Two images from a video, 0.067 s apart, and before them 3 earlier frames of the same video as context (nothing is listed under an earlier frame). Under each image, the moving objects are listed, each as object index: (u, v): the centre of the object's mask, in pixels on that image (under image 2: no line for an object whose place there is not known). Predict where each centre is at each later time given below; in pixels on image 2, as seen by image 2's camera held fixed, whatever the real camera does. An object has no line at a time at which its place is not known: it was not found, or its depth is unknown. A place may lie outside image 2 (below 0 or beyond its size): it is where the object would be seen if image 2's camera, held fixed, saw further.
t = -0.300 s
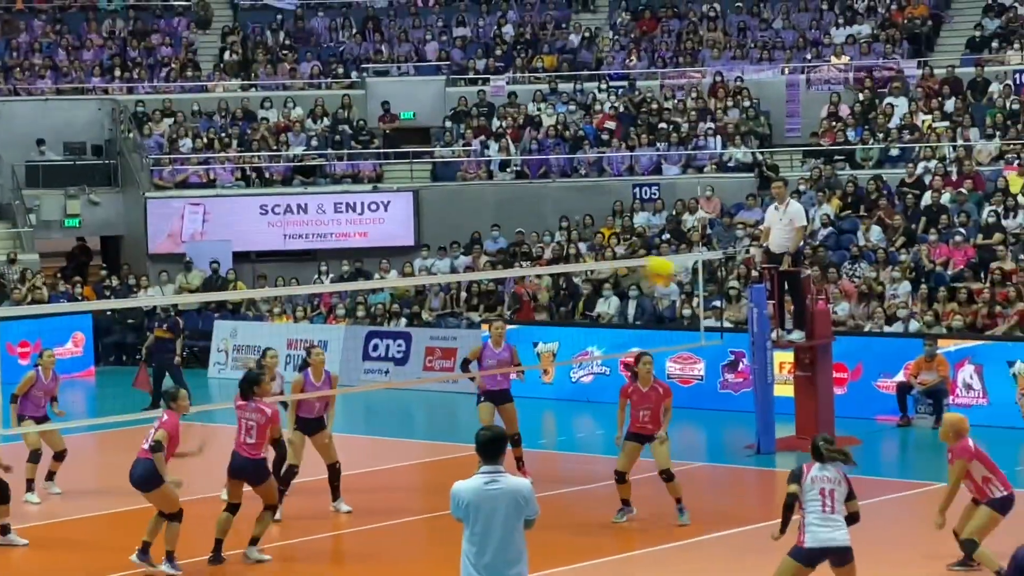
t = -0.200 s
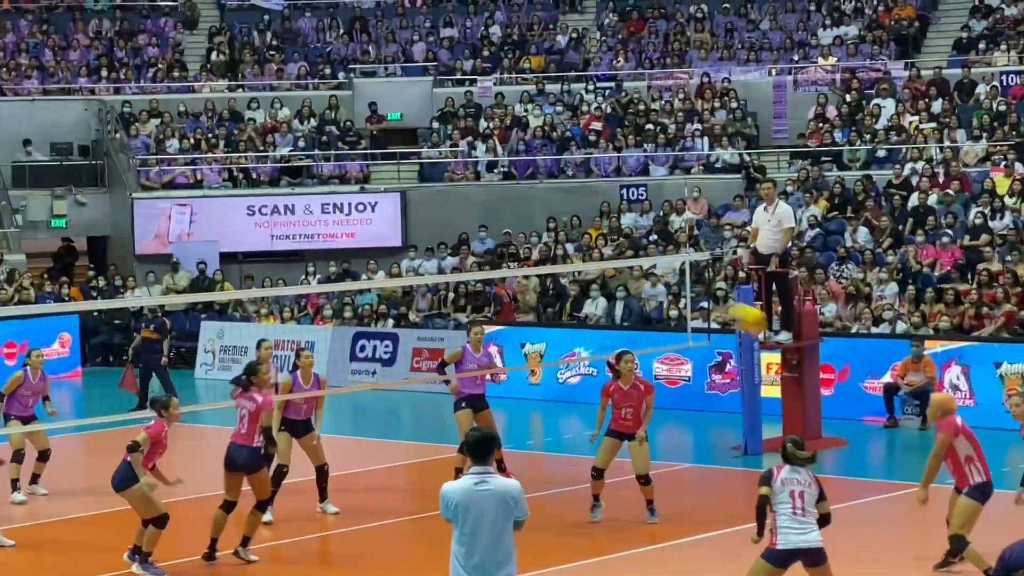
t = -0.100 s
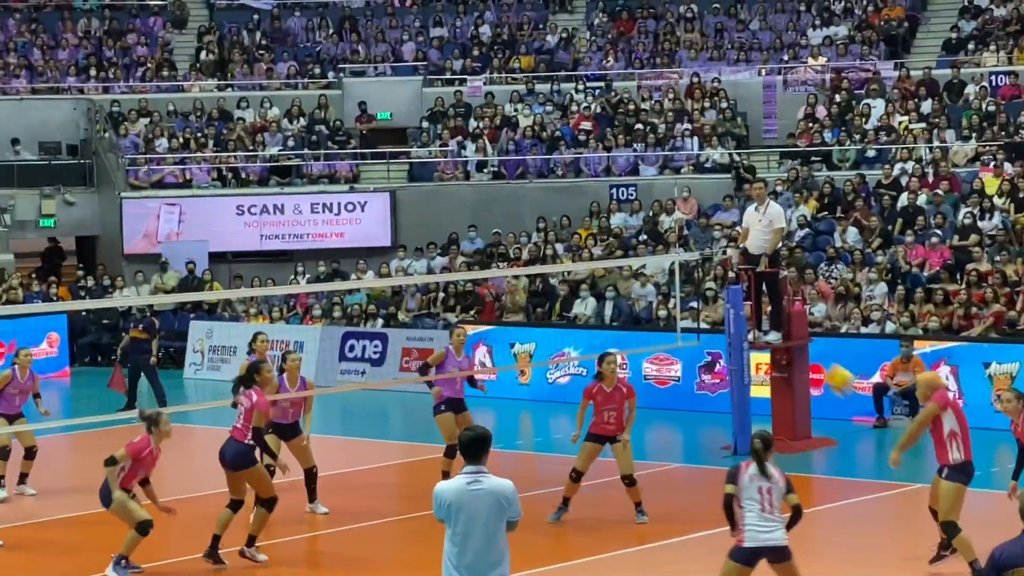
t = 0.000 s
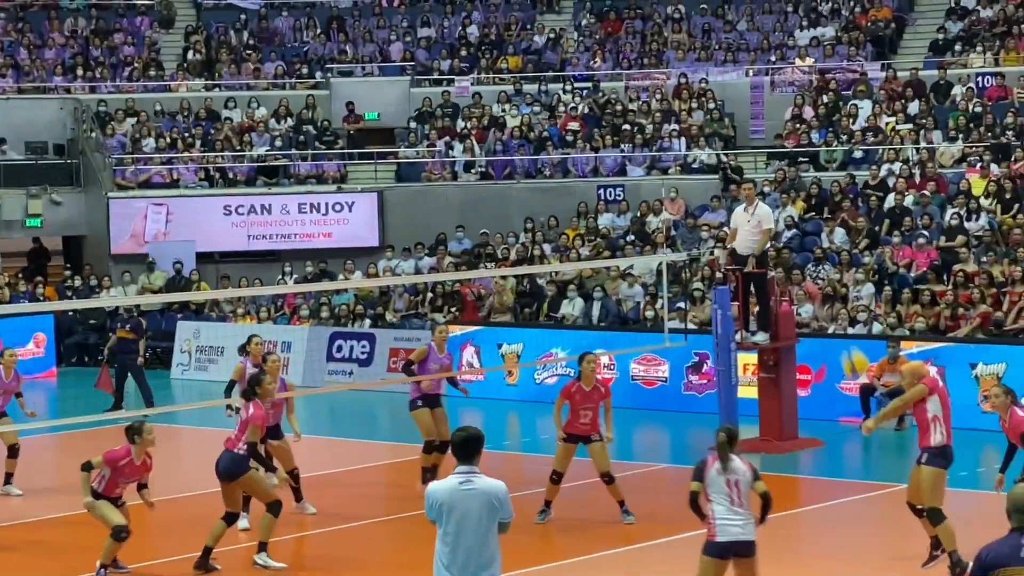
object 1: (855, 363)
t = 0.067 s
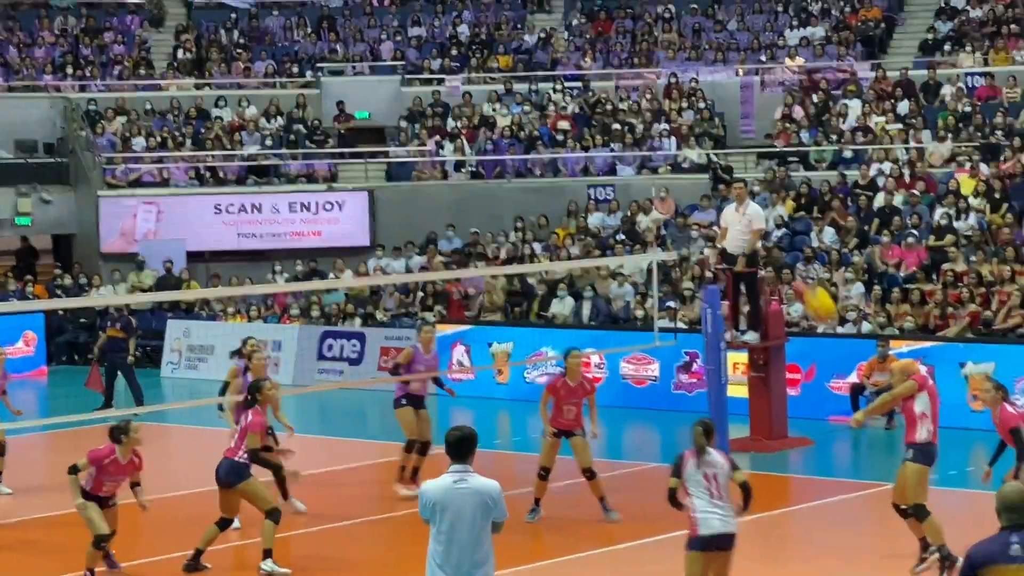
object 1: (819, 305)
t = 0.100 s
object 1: (809, 276)
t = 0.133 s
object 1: (795, 252)
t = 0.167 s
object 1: (783, 227)
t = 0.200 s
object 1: (773, 207)
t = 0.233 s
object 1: (762, 187)
